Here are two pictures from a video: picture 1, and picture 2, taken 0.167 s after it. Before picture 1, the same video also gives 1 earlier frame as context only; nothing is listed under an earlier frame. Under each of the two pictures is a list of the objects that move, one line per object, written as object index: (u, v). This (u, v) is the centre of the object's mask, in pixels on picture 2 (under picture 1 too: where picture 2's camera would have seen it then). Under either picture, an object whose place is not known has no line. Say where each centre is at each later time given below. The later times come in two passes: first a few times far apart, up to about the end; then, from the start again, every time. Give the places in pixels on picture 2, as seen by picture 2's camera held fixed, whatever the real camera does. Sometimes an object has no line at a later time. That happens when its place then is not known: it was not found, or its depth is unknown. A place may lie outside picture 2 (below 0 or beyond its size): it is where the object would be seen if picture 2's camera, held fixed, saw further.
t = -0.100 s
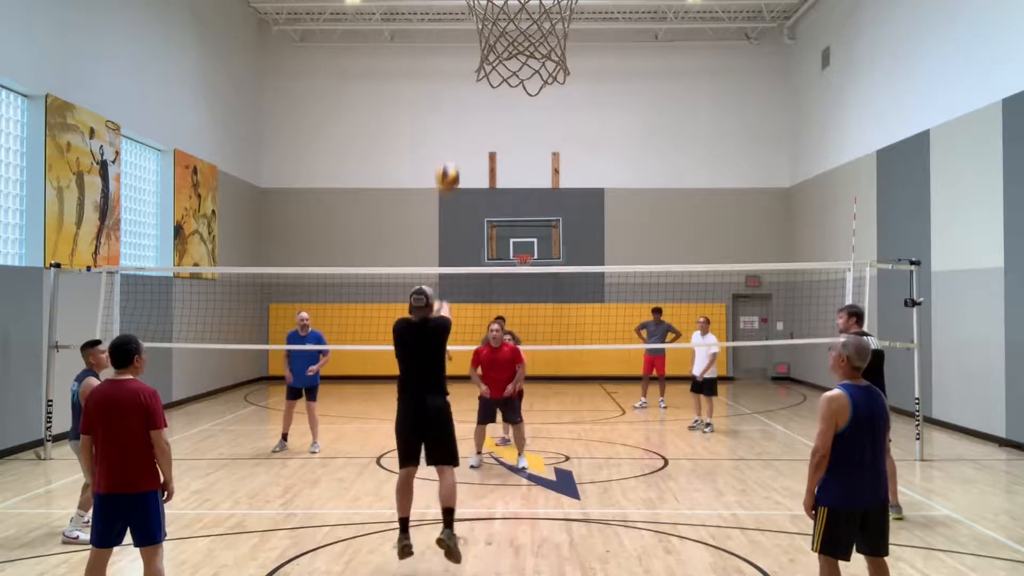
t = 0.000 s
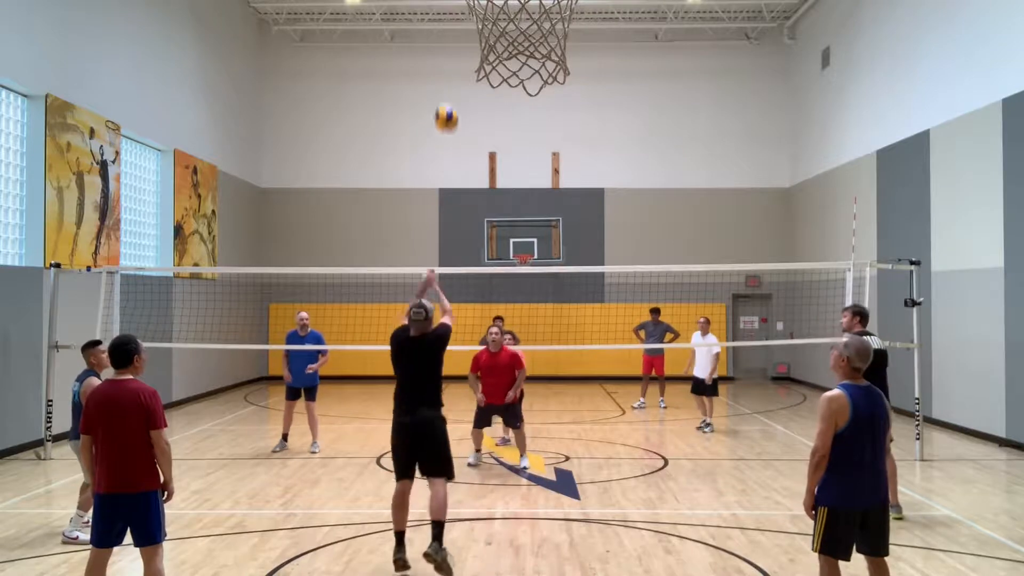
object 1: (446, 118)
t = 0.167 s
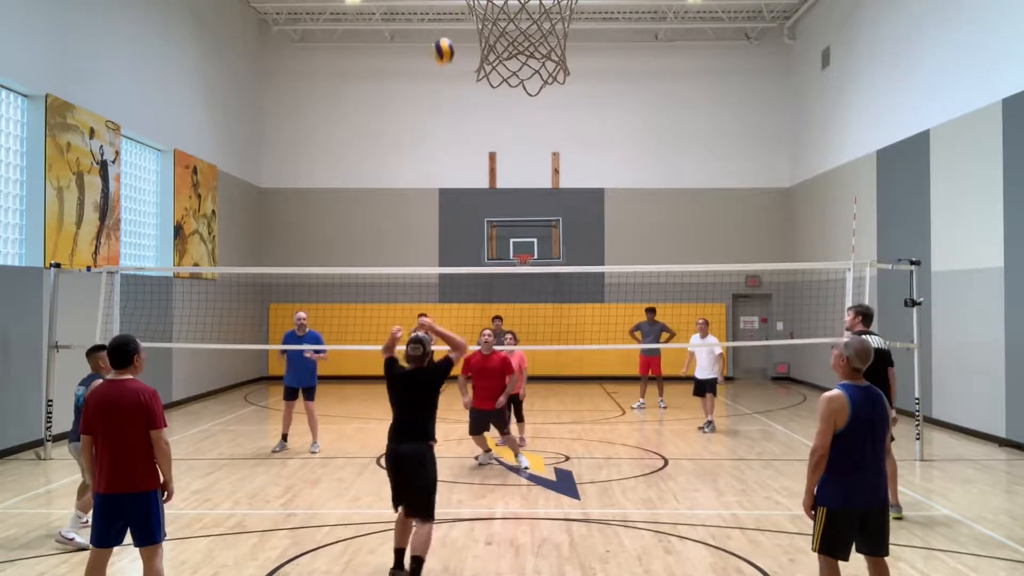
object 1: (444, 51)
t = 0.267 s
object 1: (441, 27)
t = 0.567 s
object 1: (437, 24)
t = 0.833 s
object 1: (433, 90)
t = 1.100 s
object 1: (429, 207)
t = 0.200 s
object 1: (442, 42)
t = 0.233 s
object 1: (442, 34)
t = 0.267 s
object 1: (441, 27)
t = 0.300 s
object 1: (441, 22)
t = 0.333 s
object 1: (440, 19)
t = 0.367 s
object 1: (440, 17)
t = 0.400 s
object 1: (439, 15)
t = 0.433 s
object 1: (439, 15)
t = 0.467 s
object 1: (438, 15)
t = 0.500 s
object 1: (438, 17)
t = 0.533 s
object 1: (437, 21)
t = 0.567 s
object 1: (437, 24)
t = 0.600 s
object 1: (436, 29)
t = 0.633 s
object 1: (436, 35)
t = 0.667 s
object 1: (435, 42)
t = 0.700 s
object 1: (435, 51)
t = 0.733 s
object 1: (435, 58)
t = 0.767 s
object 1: (435, 68)
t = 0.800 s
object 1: (434, 79)
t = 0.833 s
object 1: (433, 90)
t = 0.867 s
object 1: (433, 101)
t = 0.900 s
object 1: (433, 114)
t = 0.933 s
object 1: (431, 129)
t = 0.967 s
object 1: (430, 144)
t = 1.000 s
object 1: (430, 159)
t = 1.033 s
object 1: (430, 174)
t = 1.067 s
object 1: (430, 190)
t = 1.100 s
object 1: (429, 207)
